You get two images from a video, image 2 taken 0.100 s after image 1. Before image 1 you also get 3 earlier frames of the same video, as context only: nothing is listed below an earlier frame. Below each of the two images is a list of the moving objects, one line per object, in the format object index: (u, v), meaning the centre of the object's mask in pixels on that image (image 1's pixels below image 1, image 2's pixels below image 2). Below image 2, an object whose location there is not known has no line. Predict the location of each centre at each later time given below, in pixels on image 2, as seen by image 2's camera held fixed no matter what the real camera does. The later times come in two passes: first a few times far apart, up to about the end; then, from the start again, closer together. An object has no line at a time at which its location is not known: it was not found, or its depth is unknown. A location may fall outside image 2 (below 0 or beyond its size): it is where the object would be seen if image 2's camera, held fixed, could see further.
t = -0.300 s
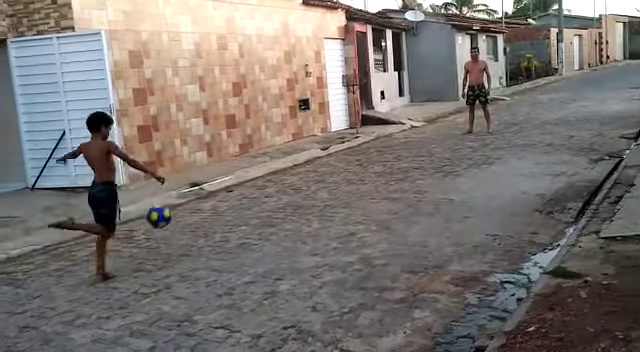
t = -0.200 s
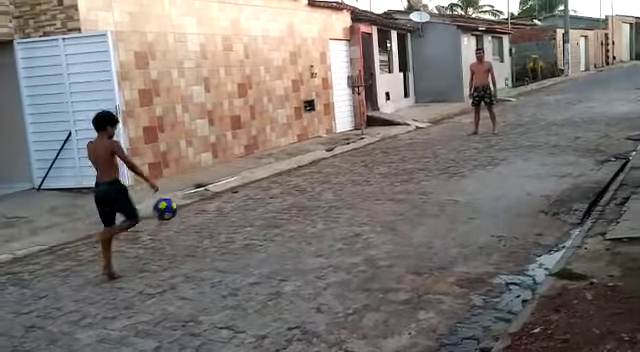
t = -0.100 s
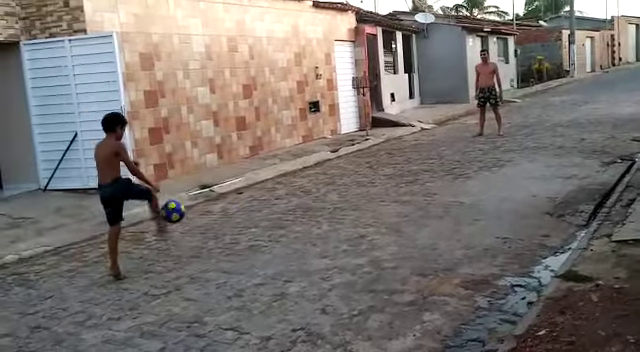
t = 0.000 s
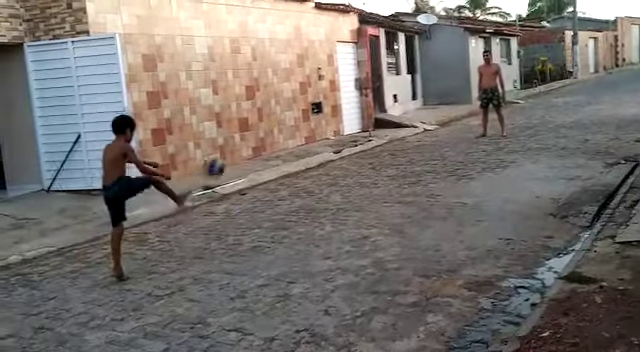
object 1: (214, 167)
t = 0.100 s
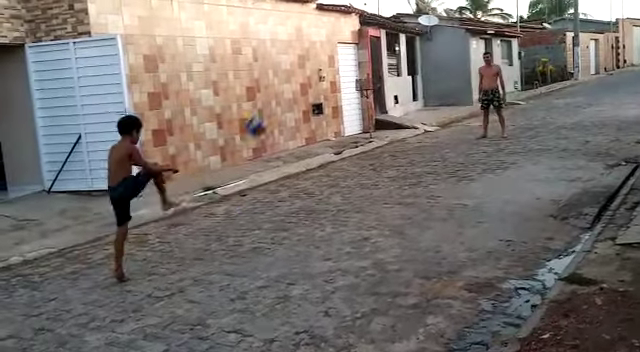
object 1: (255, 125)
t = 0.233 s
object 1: (302, 93)
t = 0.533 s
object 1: (389, 85)
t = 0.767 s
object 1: (437, 120)
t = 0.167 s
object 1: (280, 107)
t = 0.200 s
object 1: (293, 100)
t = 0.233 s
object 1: (302, 93)
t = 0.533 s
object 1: (389, 85)
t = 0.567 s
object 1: (396, 89)
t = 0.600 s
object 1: (403, 92)
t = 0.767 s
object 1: (437, 120)
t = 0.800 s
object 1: (443, 127)
